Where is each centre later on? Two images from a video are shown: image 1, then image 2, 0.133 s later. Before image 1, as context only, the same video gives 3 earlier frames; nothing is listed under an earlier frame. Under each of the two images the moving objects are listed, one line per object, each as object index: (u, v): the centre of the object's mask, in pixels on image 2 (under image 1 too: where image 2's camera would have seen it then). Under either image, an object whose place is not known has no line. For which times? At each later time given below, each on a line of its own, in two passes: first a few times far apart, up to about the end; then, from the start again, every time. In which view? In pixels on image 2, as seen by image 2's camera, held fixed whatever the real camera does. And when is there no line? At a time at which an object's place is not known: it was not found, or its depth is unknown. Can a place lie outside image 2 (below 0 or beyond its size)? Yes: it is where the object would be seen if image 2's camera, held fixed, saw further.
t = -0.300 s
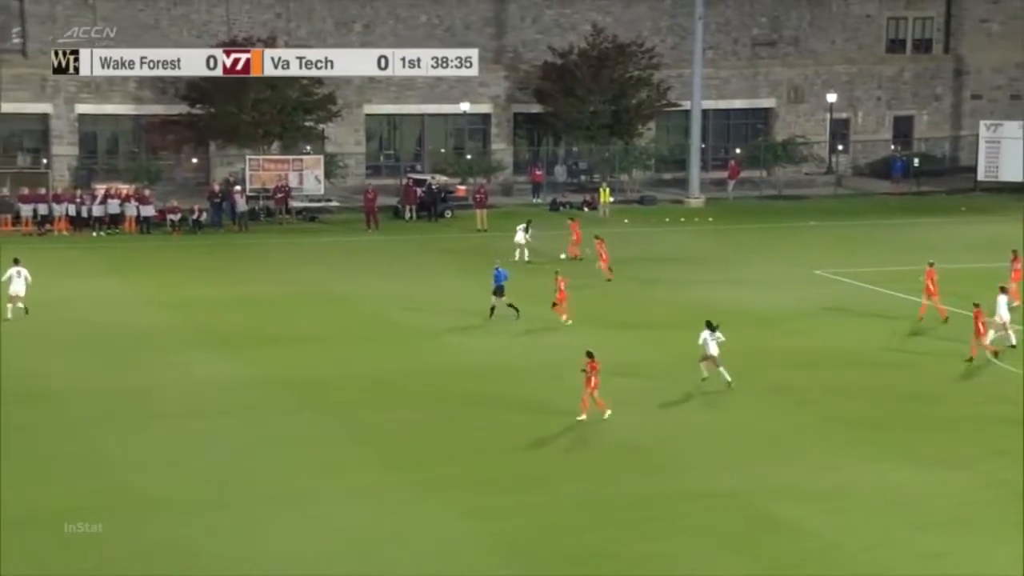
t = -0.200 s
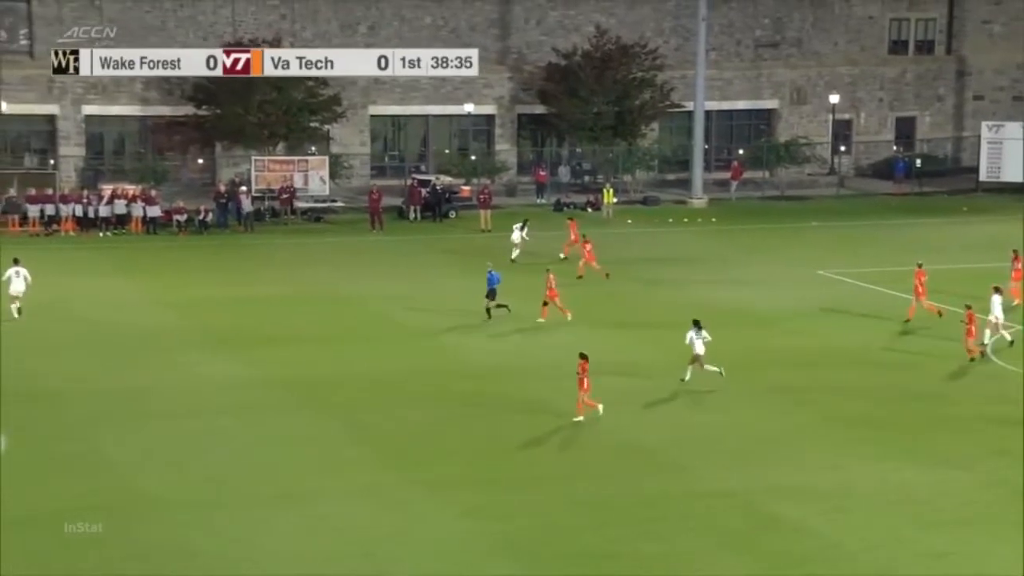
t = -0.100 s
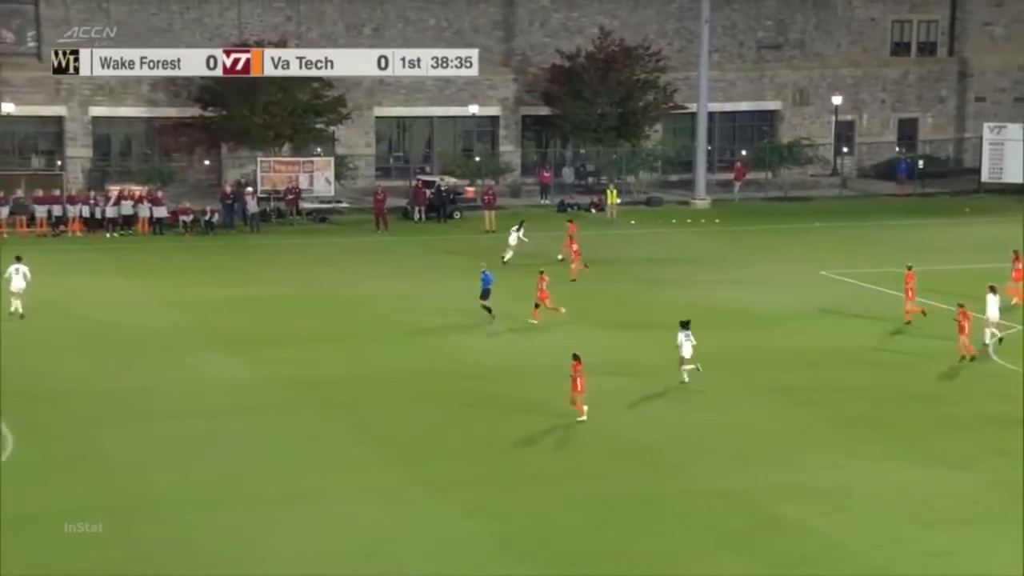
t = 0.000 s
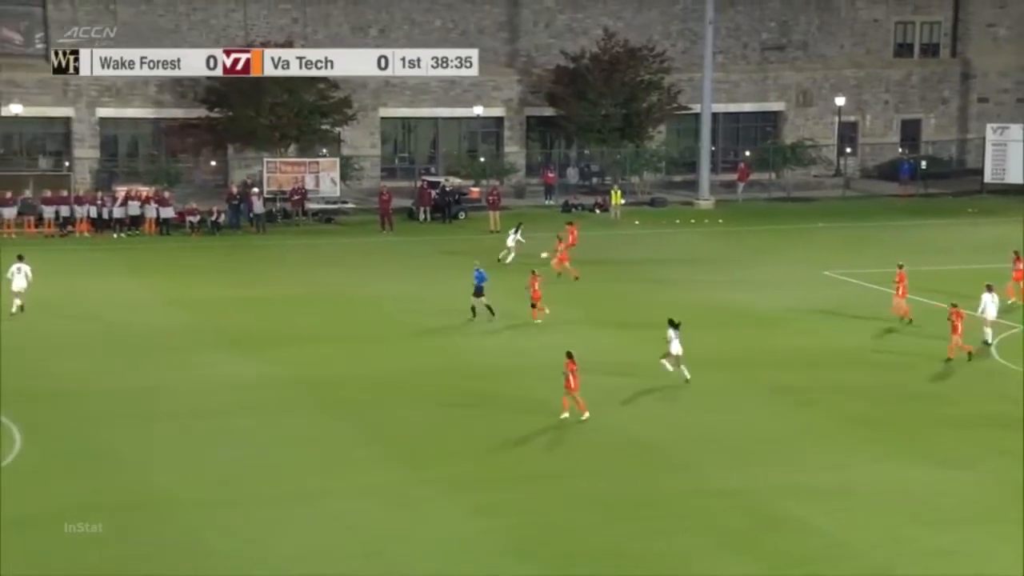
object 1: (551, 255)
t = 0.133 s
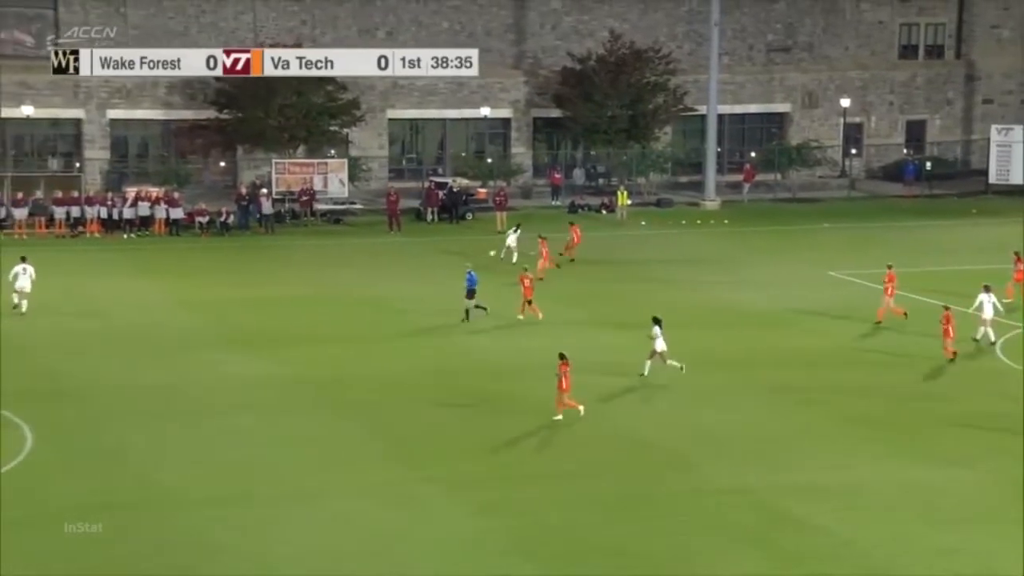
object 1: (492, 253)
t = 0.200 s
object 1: (465, 254)
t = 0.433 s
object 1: (376, 254)
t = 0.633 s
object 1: (308, 257)
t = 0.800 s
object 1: (256, 258)
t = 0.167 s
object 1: (479, 253)
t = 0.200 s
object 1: (465, 254)
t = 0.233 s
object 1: (451, 256)
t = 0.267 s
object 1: (438, 257)
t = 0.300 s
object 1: (425, 256)
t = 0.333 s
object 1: (412, 255)
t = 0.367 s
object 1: (400, 255)
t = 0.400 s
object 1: (388, 254)
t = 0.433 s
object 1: (376, 254)
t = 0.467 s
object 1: (364, 254)
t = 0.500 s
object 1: (352, 255)
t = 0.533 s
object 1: (341, 255)
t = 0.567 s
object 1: (329, 257)
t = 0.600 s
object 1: (318, 258)
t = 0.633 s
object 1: (308, 257)
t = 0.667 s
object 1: (297, 257)
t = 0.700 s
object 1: (287, 257)
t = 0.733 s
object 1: (277, 257)
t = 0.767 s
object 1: (266, 257)
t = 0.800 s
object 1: (256, 258)
